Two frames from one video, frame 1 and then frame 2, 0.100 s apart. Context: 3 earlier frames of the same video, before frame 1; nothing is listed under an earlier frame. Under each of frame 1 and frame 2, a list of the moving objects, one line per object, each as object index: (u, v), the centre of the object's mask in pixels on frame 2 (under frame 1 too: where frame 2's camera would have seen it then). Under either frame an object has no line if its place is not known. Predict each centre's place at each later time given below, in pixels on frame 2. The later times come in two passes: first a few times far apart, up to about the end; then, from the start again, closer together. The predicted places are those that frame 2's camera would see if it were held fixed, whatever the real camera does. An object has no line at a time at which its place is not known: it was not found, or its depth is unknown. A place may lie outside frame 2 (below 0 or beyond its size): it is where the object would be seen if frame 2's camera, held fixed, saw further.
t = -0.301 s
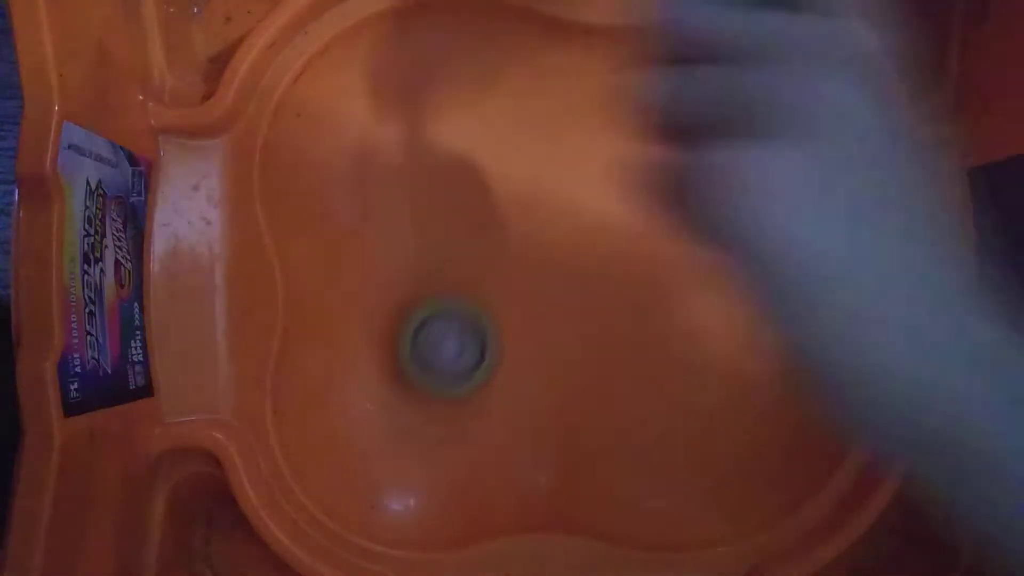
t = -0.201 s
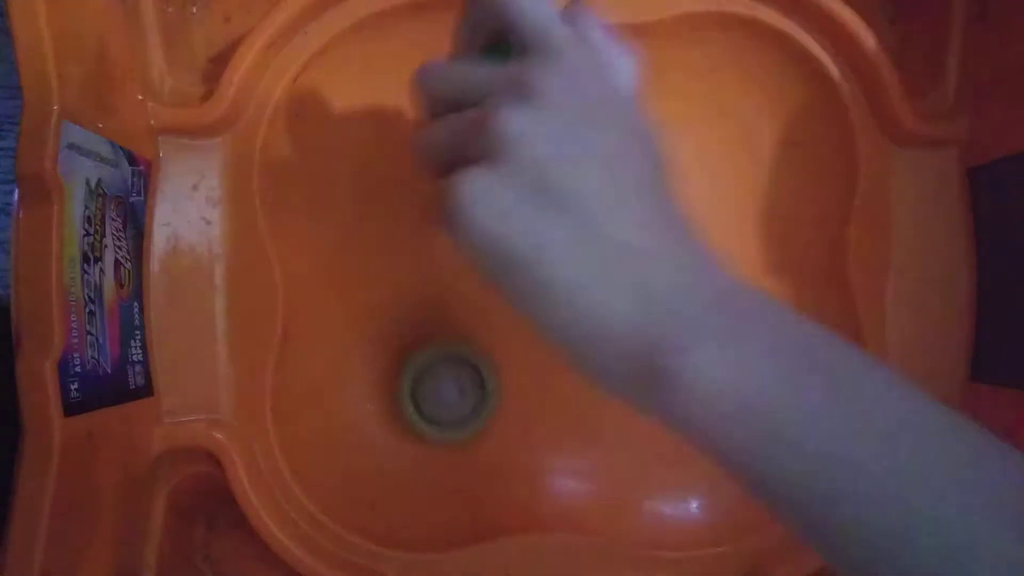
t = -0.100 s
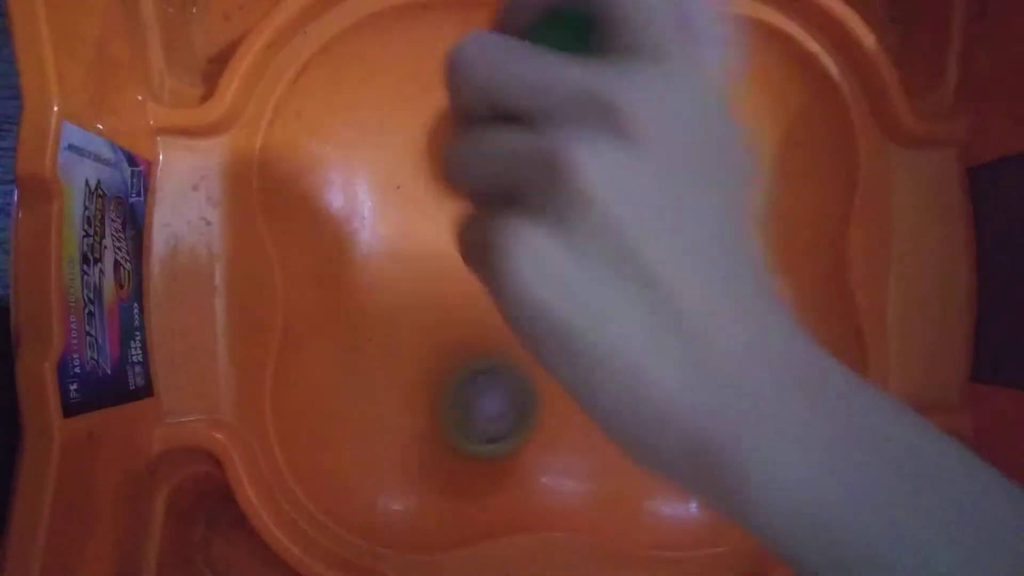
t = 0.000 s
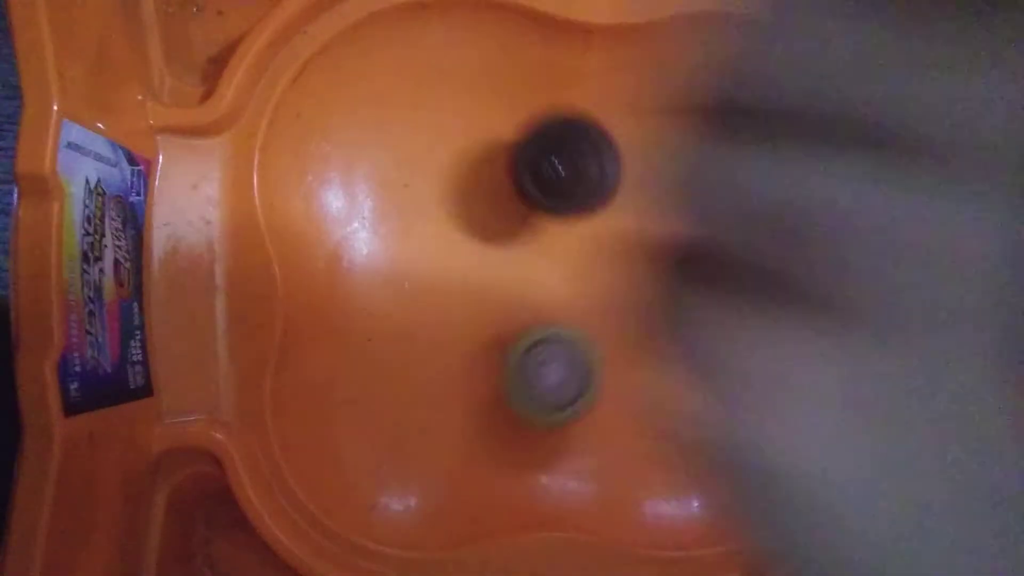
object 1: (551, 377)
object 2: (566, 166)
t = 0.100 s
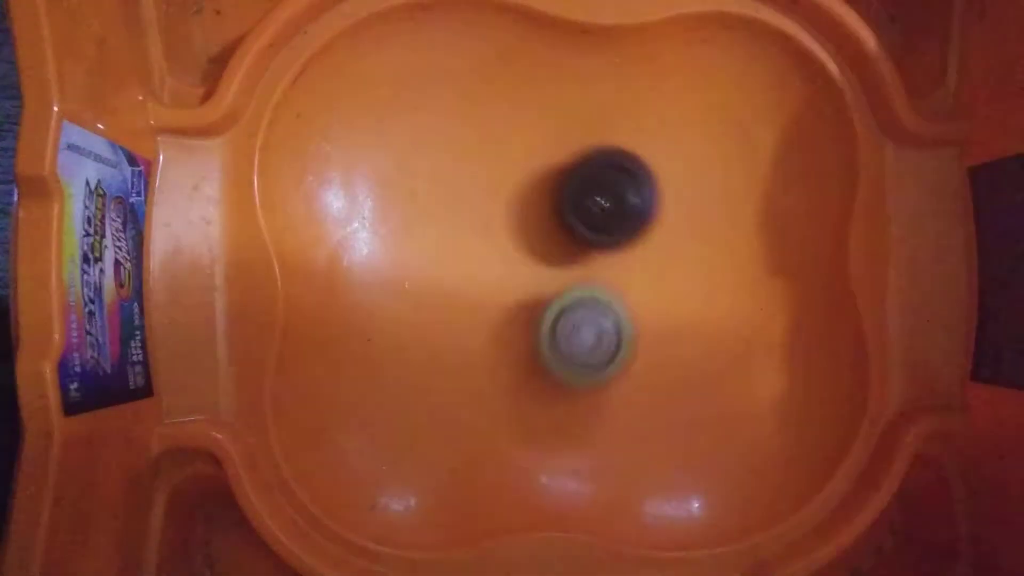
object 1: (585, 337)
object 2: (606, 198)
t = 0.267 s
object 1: (582, 300)
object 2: (683, 187)
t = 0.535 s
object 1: (497, 285)
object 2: (631, 255)
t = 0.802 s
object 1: (421, 442)
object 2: (518, 222)
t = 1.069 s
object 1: (626, 322)
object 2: (578, 188)
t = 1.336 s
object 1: (707, 255)
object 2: (624, 157)
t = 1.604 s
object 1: (752, 164)
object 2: (594, 213)
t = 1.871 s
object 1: (616, 227)
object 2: (427, 252)
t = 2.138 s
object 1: (571, 386)
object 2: (479, 76)
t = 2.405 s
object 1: (727, 468)
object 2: (754, 363)
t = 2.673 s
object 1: (743, 462)
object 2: (510, 387)
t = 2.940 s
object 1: (564, 307)
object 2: (355, 125)
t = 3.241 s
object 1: (317, 485)
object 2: (729, 286)
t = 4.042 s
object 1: (602, 57)
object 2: (494, 272)
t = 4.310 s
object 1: (704, 311)
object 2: (504, 486)
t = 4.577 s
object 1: (709, 317)
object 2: (480, 253)
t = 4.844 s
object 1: (827, 97)
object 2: (712, 181)
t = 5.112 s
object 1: (532, 254)
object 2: (730, 410)
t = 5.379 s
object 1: (427, 329)
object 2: (617, 484)
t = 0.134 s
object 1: (589, 322)
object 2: (622, 203)
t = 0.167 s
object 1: (593, 308)
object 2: (638, 205)
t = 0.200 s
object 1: (590, 306)
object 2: (656, 197)
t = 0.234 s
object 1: (586, 304)
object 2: (672, 189)
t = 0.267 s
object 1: (582, 300)
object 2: (683, 187)
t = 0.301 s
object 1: (579, 295)
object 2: (690, 188)
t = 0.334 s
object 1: (576, 291)
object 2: (692, 194)
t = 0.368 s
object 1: (571, 286)
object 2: (690, 203)
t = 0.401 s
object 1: (563, 281)
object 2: (681, 216)
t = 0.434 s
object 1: (554, 277)
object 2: (669, 229)
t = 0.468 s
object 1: (545, 275)
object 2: (651, 242)
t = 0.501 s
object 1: (525, 279)
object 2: (642, 250)
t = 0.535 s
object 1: (497, 285)
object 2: (631, 255)
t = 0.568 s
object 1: (474, 293)
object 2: (617, 258)
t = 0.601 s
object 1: (454, 305)
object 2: (597, 260)
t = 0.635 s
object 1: (437, 321)
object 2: (578, 259)
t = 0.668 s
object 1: (421, 340)
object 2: (561, 255)
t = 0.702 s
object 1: (411, 363)
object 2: (548, 250)
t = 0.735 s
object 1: (406, 389)
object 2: (536, 243)
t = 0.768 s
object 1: (409, 419)
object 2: (525, 234)
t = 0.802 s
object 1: (421, 442)
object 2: (518, 222)
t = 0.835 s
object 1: (438, 454)
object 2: (514, 209)
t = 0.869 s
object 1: (465, 456)
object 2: (513, 196)
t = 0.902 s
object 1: (494, 446)
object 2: (517, 186)
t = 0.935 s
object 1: (527, 424)
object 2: (523, 179)
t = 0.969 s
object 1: (561, 399)
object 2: (533, 176)
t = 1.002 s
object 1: (591, 373)
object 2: (546, 176)
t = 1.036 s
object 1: (613, 347)
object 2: (561, 181)
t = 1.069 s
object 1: (626, 322)
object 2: (578, 188)
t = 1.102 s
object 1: (635, 298)
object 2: (593, 191)
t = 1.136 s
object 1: (649, 290)
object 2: (599, 182)
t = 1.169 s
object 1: (660, 280)
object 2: (606, 178)
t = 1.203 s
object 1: (667, 271)
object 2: (611, 172)
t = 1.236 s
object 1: (683, 272)
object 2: (610, 160)
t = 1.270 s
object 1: (696, 270)
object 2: (611, 153)
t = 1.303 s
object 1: (703, 264)
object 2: (617, 153)
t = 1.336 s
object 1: (707, 255)
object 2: (624, 157)
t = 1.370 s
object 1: (710, 242)
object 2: (631, 162)
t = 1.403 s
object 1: (730, 245)
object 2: (623, 160)
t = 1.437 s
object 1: (748, 245)
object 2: (618, 163)
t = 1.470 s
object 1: (759, 239)
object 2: (616, 169)
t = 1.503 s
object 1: (765, 227)
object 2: (614, 178)
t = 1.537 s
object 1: (764, 209)
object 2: (610, 189)
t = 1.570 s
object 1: (759, 186)
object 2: (603, 201)
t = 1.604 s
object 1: (752, 164)
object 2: (594, 213)
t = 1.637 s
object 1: (740, 148)
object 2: (580, 226)
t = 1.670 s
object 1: (723, 141)
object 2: (566, 237)
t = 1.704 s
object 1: (703, 144)
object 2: (548, 249)
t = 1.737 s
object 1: (684, 154)
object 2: (526, 259)
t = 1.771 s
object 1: (665, 169)
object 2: (502, 265)
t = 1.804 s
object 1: (647, 187)
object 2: (477, 266)
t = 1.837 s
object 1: (630, 206)
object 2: (451, 262)
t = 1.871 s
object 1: (616, 227)
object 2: (427, 252)
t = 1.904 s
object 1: (602, 248)
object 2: (402, 237)
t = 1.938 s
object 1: (589, 269)
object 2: (382, 214)
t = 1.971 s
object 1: (579, 288)
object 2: (368, 186)
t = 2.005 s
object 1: (572, 307)
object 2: (359, 153)
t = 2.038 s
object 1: (568, 327)
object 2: (372, 119)
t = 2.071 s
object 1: (566, 348)
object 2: (396, 90)
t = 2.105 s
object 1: (567, 368)
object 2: (432, 76)
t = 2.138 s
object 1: (571, 386)
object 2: (479, 76)
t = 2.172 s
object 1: (579, 403)
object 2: (527, 89)
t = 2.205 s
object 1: (593, 419)
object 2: (576, 117)
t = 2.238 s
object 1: (610, 431)
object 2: (625, 152)
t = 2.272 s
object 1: (634, 443)
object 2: (665, 192)
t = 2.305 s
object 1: (661, 448)
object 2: (701, 235)
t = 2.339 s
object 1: (688, 451)
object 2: (726, 284)
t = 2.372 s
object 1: (712, 449)
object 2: (745, 332)
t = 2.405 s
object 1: (727, 468)
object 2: (754, 363)
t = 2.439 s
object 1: (739, 499)
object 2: (756, 378)
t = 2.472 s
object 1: (750, 524)
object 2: (751, 387)
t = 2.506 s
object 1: (750, 524)
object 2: (736, 403)
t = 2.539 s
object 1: (740, 515)
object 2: (714, 417)
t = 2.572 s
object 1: (738, 515)
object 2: (672, 417)
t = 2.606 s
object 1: (744, 509)
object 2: (619, 406)
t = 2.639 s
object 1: (742, 493)
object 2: (567, 397)
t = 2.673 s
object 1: (743, 462)
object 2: (510, 387)
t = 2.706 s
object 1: (736, 425)
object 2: (456, 374)
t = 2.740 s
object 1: (726, 392)
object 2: (410, 359)
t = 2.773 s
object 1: (710, 363)
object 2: (375, 336)
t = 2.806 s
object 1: (689, 342)
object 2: (346, 306)
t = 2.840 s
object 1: (663, 324)
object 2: (337, 265)
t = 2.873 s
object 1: (635, 313)
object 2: (337, 223)
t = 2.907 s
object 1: (599, 307)
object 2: (343, 175)
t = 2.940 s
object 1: (564, 307)
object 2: (355, 125)
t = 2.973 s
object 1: (530, 310)
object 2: (389, 72)
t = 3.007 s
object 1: (496, 318)
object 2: (434, 45)
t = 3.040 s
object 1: (460, 329)
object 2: (488, 42)
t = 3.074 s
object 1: (418, 345)
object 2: (536, 55)
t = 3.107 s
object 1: (377, 366)
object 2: (582, 88)
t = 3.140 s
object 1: (341, 394)
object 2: (622, 129)
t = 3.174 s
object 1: (315, 426)
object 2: (664, 177)
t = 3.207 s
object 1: (307, 459)
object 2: (701, 227)
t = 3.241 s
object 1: (317, 485)
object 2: (729, 286)
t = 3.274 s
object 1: (343, 497)
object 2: (749, 341)
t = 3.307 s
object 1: (384, 492)
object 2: (759, 401)
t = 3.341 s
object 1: (425, 476)
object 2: (753, 470)
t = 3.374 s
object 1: (471, 448)
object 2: (726, 508)
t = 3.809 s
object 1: (449, 19)
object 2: (316, 103)
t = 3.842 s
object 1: (456, 20)
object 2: (337, 90)
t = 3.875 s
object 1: (460, 28)
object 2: (367, 86)
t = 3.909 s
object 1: (474, 31)
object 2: (401, 103)
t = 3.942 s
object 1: (518, 22)
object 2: (426, 147)
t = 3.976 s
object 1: (554, 26)
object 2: (452, 189)
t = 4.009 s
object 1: (580, 38)
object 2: (475, 230)
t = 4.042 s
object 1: (602, 57)
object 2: (494, 272)
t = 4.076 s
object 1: (619, 85)
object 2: (512, 314)
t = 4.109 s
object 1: (638, 125)
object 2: (526, 358)
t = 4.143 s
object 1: (653, 166)
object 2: (536, 402)
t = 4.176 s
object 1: (667, 203)
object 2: (541, 447)
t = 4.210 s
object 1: (680, 235)
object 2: (540, 480)
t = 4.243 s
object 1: (691, 264)
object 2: (531, 494)
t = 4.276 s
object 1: (698, 289)
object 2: (520, 496)
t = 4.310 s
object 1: (704, 311)
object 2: (504, 486)
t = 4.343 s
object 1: (706, 326)
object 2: (486, 467)
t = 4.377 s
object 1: (708, 338)
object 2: (461, 441)
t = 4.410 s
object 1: (708, 346)
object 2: (444, 415)
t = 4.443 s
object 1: (707, 350)
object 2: (432, 387)
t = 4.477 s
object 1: (706, 349)
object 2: (429, 356)
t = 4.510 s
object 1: (707, 343)
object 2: (436, 322)
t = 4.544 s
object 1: (707, 333)
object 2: (453, 288)
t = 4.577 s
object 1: (709, 317)
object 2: (480, 253)
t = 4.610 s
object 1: (711, 299)
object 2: (509, 225)
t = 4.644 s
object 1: (715, 276)
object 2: (545, 205)
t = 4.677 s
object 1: (721, 252)
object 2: (583, 194)
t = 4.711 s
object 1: (733, 226)
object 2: (625, 186)
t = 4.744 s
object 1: (769, 205)
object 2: (645, 179)
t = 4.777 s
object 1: (805, 173)
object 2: (665, 176)
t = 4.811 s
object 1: (828, 137)
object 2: (690, 176)
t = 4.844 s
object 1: (827, 97)
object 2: (712, 181)
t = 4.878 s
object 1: (806, 70)
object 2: (735, 197)
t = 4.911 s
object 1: (758, 56)
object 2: (750, 214)
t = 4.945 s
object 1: (701, 63)
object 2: (759, 240)
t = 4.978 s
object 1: (649, 92)
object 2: (763, 271)
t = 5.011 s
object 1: (608, 131)
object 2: (761, 304)
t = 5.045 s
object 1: (577, 171)
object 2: (756, 339)
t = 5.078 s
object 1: (551, 210)
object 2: (746, 374)
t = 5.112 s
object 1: (532, 254)
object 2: (730, 410)
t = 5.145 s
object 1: (522, 293)
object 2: (706, 440)
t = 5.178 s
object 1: (517, 329)
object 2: (669, 462)
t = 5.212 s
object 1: (516, 364)
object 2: (628, 468)
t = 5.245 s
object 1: (511, 377)
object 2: (601, 475)
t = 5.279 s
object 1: (485, 360)
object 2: (609, 498)
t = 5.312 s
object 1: (458, 343)
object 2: (618, 499)
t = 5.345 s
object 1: (439, 334)
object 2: (620, 495)
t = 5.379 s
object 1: (427, 329)
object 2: (617, 484)
